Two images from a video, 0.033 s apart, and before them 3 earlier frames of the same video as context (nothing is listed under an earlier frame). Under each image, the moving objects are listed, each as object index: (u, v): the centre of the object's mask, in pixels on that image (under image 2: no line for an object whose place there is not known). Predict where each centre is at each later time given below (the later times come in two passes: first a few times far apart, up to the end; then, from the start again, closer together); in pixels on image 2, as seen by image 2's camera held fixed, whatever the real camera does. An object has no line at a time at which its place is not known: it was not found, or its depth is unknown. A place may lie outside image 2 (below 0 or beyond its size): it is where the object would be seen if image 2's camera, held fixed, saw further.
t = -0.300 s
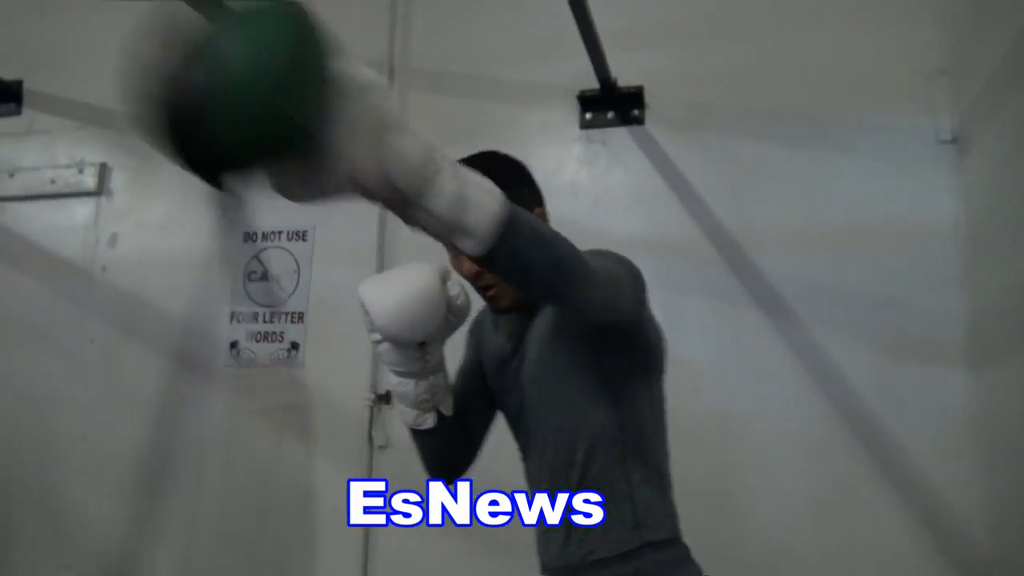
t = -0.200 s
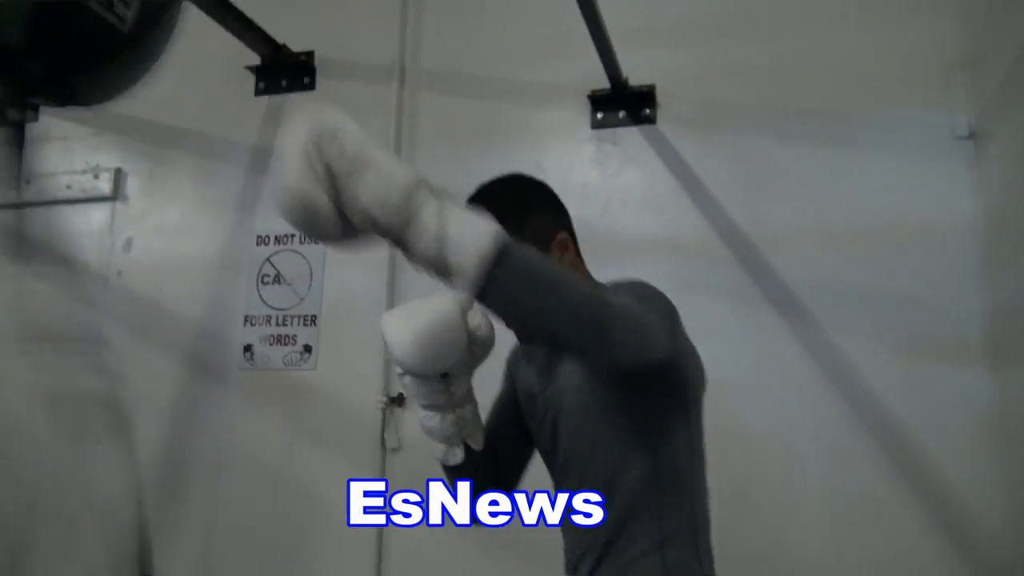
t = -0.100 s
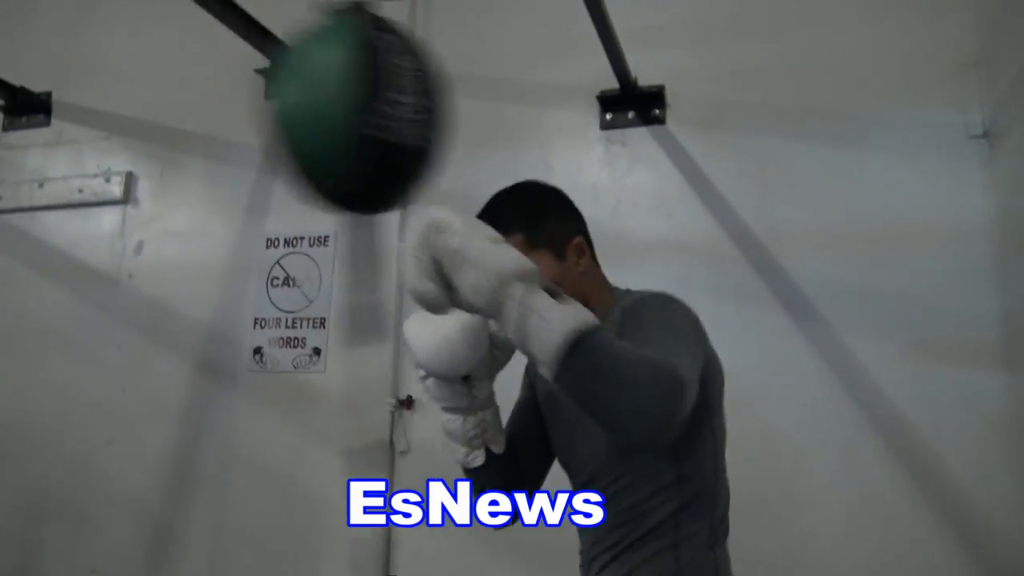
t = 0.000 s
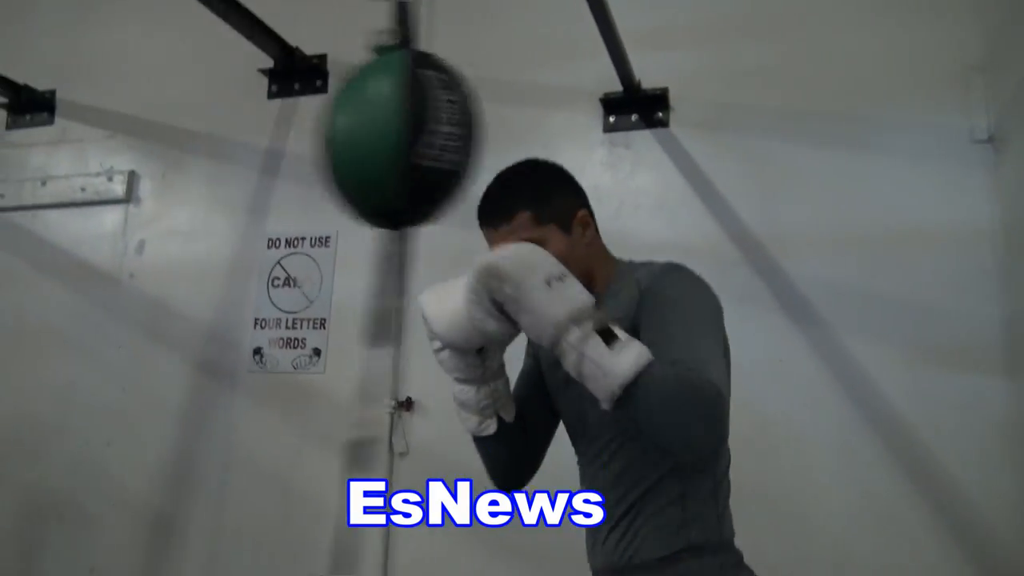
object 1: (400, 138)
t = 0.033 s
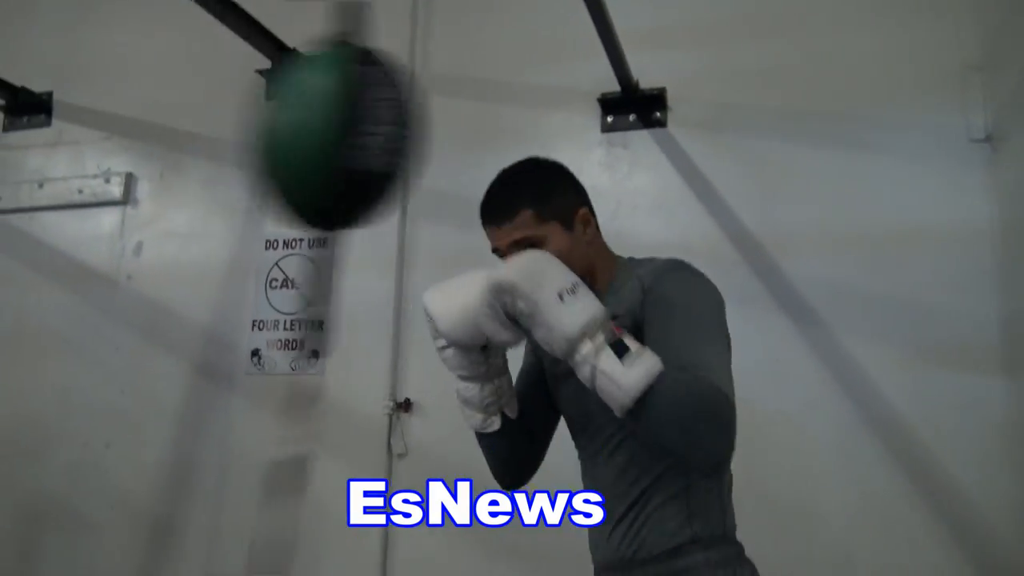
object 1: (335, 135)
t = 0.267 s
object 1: (337, 103)
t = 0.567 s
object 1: (146, 54)
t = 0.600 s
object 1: (194, 56)
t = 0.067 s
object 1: (245, 114)
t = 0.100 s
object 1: (134, 83)
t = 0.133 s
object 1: (95, 66)
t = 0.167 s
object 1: (94, 60)
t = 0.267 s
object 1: (337, 103)
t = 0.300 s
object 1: (403, 122)
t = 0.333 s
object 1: (431, 139)
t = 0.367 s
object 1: (416, 140)
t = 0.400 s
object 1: (366, 139)
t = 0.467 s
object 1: (205, 96)
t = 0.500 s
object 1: (138, 65)
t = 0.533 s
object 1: (132, 55)
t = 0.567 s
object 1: (146, 54)
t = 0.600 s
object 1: (194, 56)
